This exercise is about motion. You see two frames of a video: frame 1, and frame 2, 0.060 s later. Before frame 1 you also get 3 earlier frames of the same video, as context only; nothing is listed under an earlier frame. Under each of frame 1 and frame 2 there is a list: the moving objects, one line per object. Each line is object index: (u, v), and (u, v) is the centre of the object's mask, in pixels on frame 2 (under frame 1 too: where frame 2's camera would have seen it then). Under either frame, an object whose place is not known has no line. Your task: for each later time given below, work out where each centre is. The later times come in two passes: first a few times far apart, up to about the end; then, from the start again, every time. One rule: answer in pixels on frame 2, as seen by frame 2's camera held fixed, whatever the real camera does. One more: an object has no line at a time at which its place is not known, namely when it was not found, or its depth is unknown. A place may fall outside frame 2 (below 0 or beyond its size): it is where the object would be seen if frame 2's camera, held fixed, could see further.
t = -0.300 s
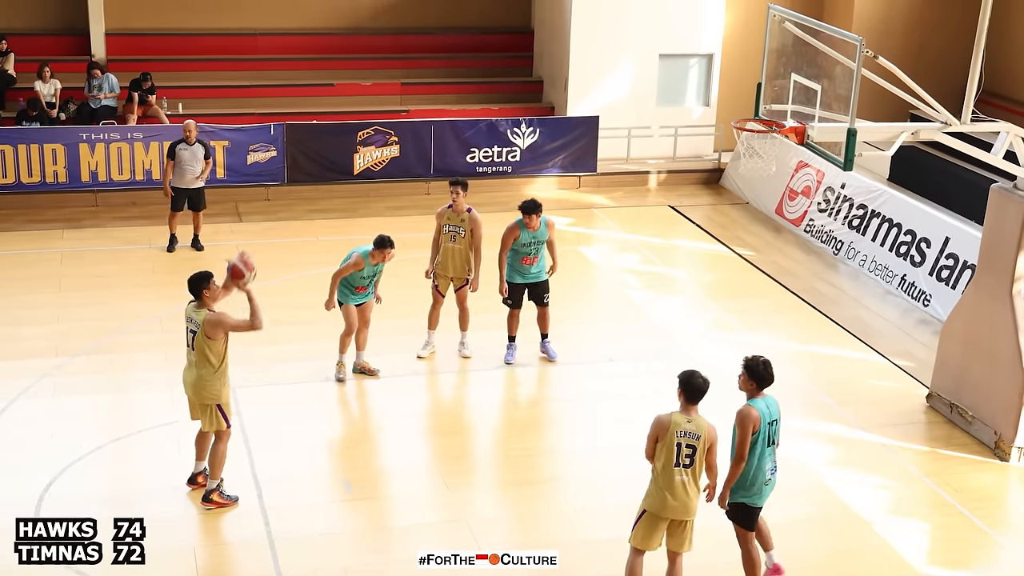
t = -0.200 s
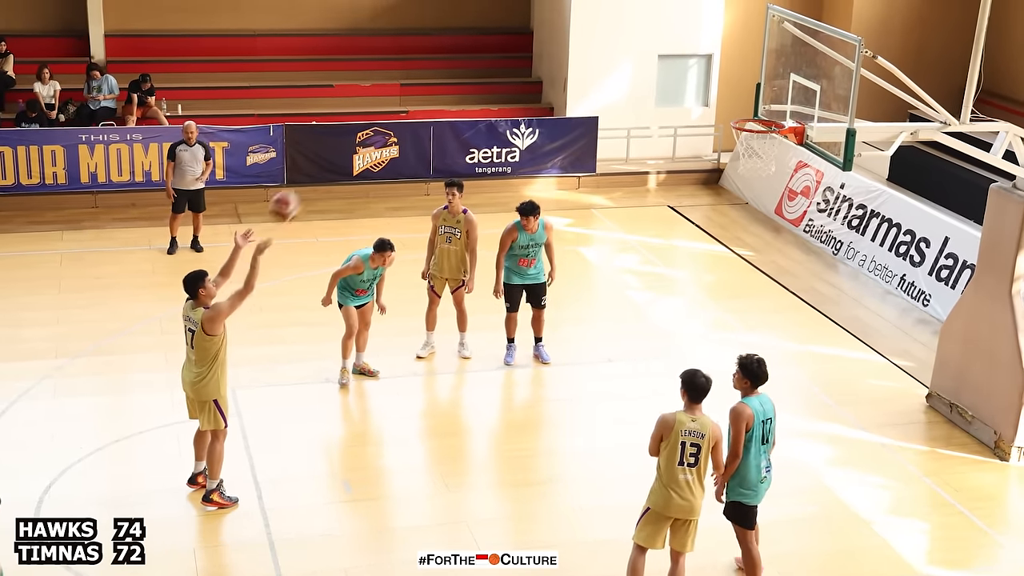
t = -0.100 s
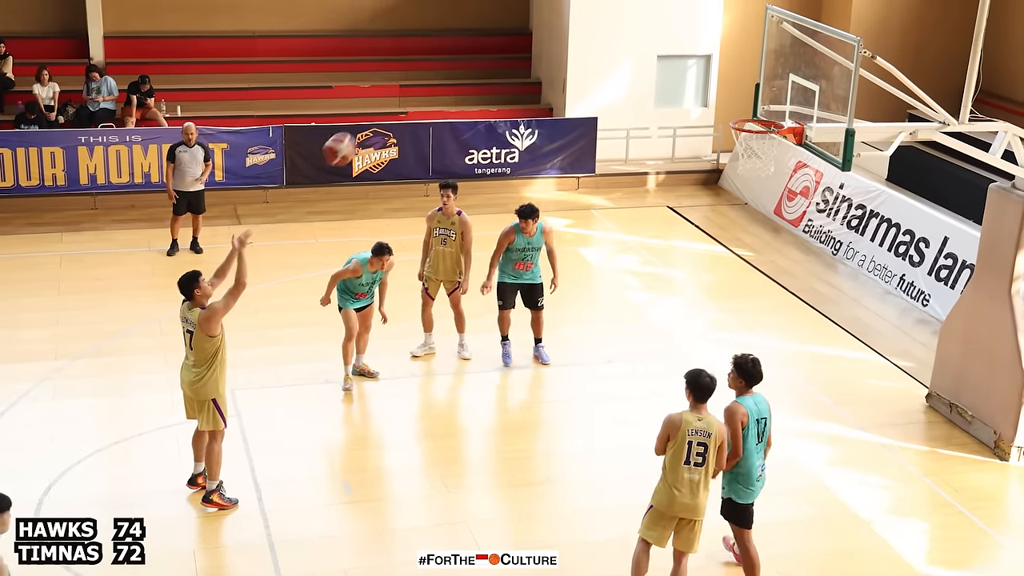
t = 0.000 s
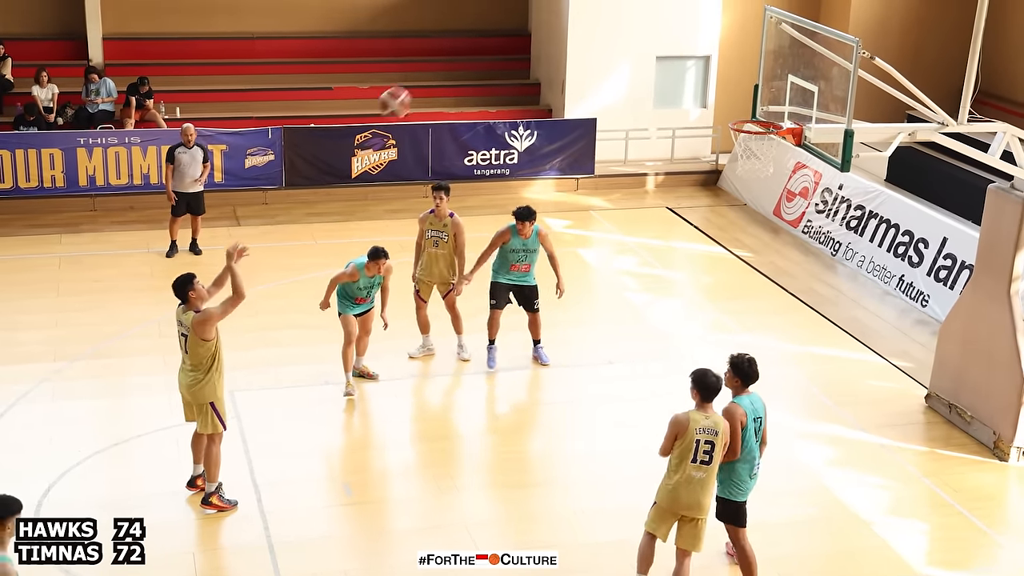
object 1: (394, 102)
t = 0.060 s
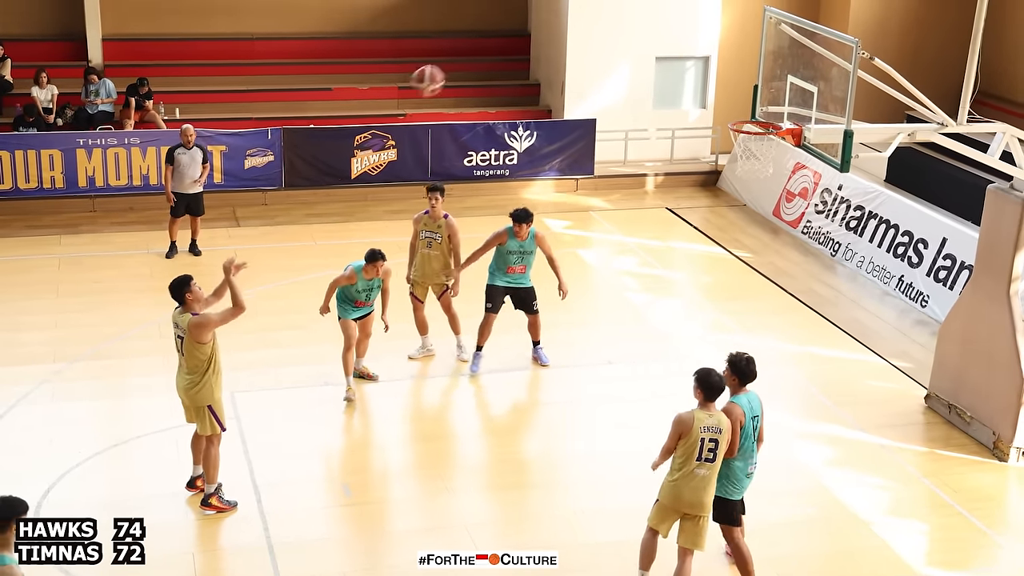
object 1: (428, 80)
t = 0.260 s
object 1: (535, 35)
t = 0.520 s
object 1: (668, 48)
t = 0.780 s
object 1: (761, 115)
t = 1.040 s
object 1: (619, 104)
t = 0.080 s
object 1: (439, 73)
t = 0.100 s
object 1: (450, 67)
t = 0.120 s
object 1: (461, 62)
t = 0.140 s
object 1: (472, 57)
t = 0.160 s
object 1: (482, 52)
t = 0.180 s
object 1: (493, 48)
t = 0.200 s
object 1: (504, 44)
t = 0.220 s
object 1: (514, 41)
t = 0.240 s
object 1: (525, 38)
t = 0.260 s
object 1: (535, 35)
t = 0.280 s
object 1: (545, 33)
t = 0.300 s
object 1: (555, 32)
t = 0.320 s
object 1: (566, 31)
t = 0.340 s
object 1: (577, 31)
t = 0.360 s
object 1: (587, 31)
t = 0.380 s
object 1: (598, 31)
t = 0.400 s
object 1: (608, 32)
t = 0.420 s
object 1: (618, 33)
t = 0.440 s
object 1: (628, 35)
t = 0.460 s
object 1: (638, 37)
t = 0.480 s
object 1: (648, 40)
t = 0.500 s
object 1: (658, 44)
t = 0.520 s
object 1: (668, 48)
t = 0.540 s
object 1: (677, 52)
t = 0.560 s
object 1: (686, 56)
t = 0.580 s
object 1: (696, 62)
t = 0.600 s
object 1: (706, 67)
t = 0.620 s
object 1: (713, 71)
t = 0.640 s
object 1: (724, 78)
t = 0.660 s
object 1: (733, 84)
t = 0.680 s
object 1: (743, 91)
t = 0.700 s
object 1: (752, 99)
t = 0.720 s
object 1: (760, 107)
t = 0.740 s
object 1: (768, 114)
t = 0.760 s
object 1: (769, 118)
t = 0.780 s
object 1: (761, 115)
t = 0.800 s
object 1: (751, 112)
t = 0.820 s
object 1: (740, 109)
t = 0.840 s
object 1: (730, 105)
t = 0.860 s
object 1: (719, 103)
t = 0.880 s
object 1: (708, 102)
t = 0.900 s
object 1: (696, 102)
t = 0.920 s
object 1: (685, 100)
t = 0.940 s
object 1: (674, 100)
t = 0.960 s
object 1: (664, 99)
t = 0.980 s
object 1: (653, 100)
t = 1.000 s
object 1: (642, 101)
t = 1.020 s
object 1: (631, 102)
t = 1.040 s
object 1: (619, 104)
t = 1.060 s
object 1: (609, 106)
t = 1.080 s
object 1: (598, 108)
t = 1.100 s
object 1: (587, 112)
